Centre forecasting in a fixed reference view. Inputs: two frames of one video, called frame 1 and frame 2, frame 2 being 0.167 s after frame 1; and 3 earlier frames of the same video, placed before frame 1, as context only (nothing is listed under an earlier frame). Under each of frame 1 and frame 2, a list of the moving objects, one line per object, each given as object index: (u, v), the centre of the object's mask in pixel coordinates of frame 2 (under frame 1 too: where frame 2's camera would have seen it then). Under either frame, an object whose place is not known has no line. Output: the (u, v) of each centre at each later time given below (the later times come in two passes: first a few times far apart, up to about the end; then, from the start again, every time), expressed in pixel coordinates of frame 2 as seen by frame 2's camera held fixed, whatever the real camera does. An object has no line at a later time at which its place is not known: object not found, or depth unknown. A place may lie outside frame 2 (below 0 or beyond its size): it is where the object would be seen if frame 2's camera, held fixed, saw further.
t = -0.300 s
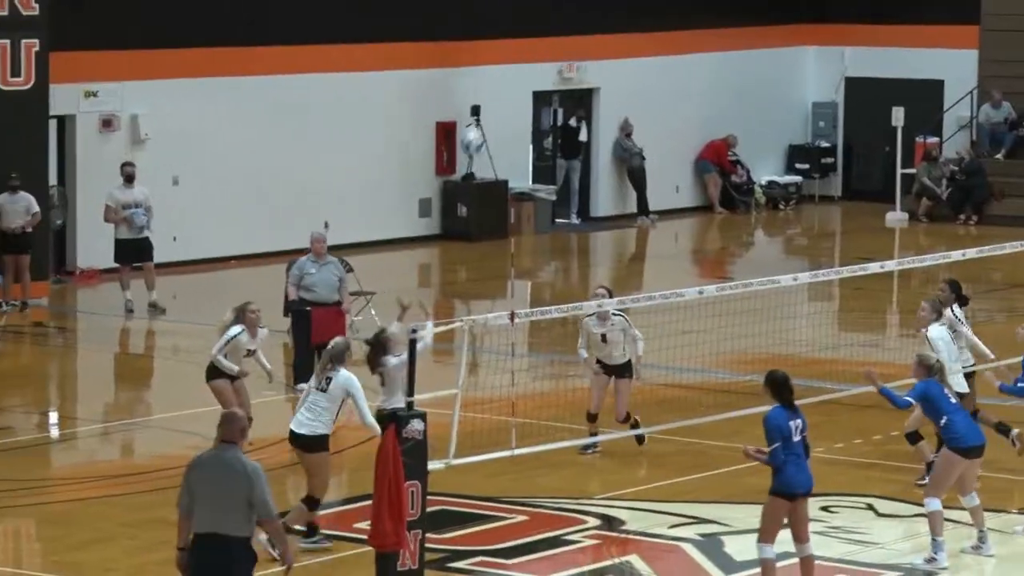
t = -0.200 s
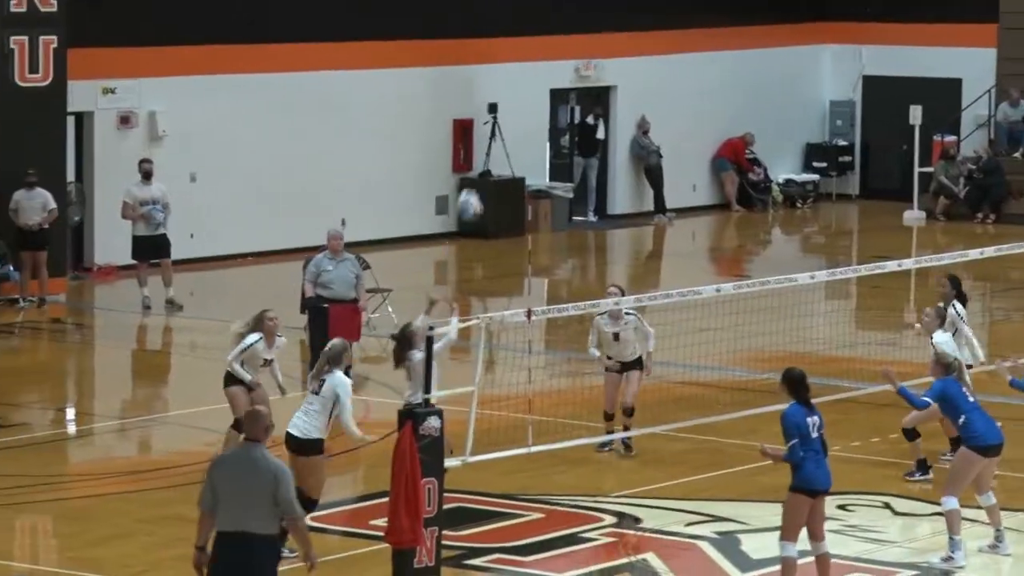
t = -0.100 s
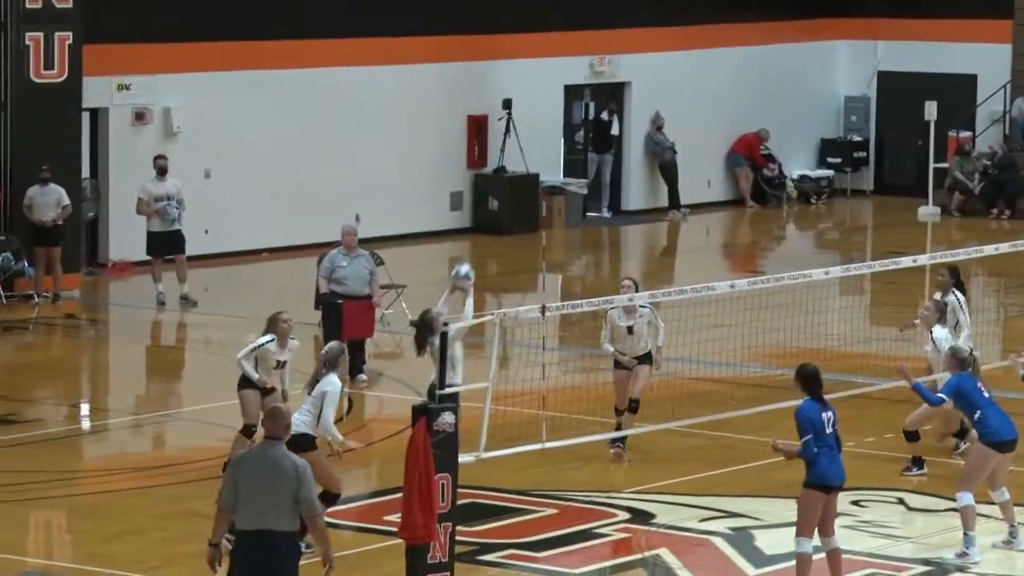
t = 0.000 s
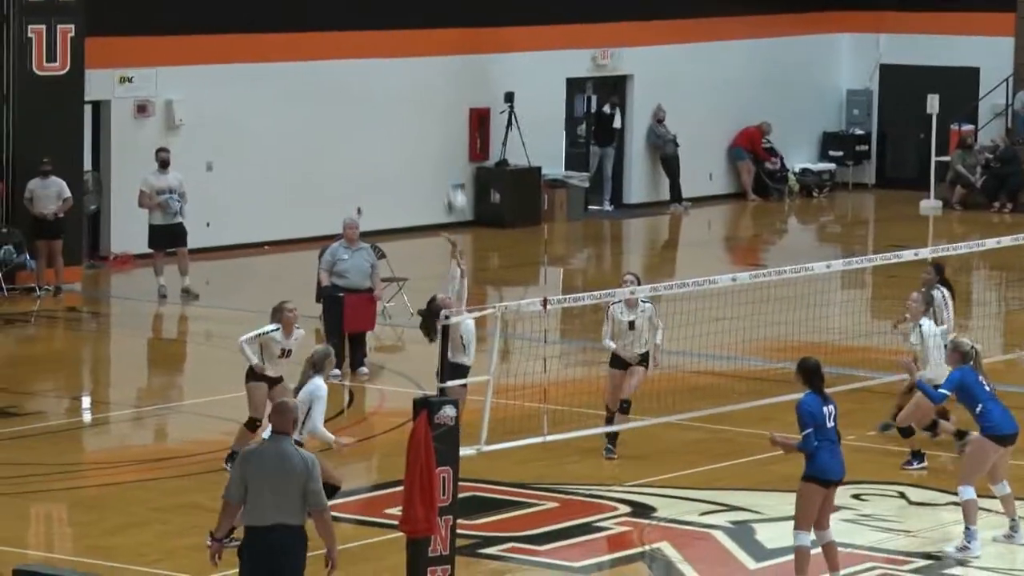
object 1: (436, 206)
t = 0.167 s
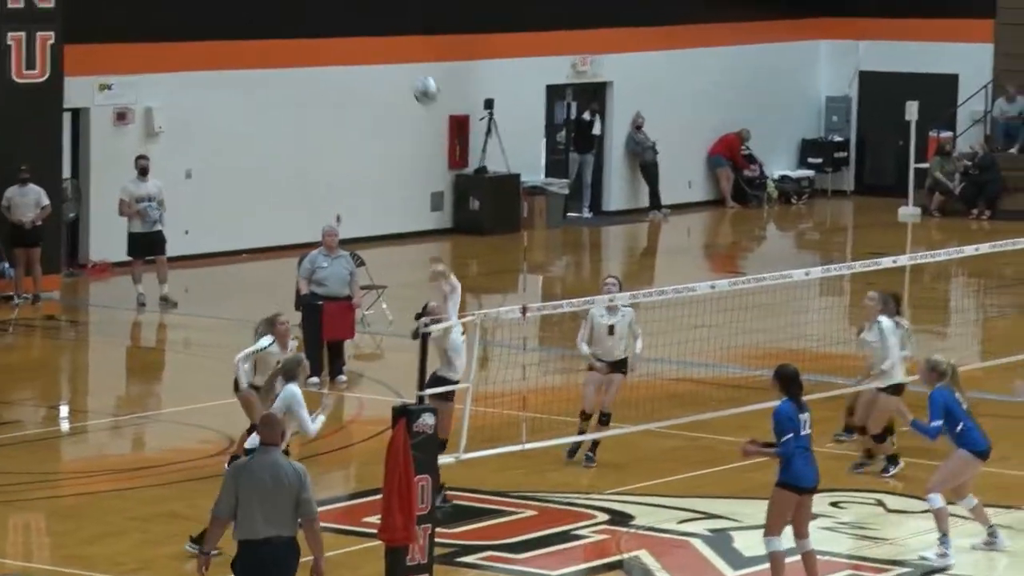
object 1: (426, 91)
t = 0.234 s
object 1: (422, 47)
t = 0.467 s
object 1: (407, -47)
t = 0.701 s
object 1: (392, -75)
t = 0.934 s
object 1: (373, -29)
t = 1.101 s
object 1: (360, 52)
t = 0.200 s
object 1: (424, 69)
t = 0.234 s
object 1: (422, 47)
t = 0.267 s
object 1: (421, 30)
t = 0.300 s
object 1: (418, 17)
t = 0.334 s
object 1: (415, 1)
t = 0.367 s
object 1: (413, -13)
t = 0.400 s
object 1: (411, -26)
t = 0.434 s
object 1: (409, -37)
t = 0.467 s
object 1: (407, -47)
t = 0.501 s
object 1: (405, -56)
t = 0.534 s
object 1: (402, -63)
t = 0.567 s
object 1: (400, -69)
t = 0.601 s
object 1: (398, -72)
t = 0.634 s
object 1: (396, -74)
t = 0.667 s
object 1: (394, -76)
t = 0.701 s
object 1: (392, -75)
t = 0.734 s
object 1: (390, -73)
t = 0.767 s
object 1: (387, -70)
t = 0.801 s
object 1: (384, -65)
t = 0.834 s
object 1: (381, -58)
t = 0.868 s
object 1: (379, -50)
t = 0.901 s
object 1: (376, -40)
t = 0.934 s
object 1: (373, -29)
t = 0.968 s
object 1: (371, -16)
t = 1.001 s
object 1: (368, -1)
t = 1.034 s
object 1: (366, 15)
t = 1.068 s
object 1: (363, 32)
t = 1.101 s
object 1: (360, 52)
